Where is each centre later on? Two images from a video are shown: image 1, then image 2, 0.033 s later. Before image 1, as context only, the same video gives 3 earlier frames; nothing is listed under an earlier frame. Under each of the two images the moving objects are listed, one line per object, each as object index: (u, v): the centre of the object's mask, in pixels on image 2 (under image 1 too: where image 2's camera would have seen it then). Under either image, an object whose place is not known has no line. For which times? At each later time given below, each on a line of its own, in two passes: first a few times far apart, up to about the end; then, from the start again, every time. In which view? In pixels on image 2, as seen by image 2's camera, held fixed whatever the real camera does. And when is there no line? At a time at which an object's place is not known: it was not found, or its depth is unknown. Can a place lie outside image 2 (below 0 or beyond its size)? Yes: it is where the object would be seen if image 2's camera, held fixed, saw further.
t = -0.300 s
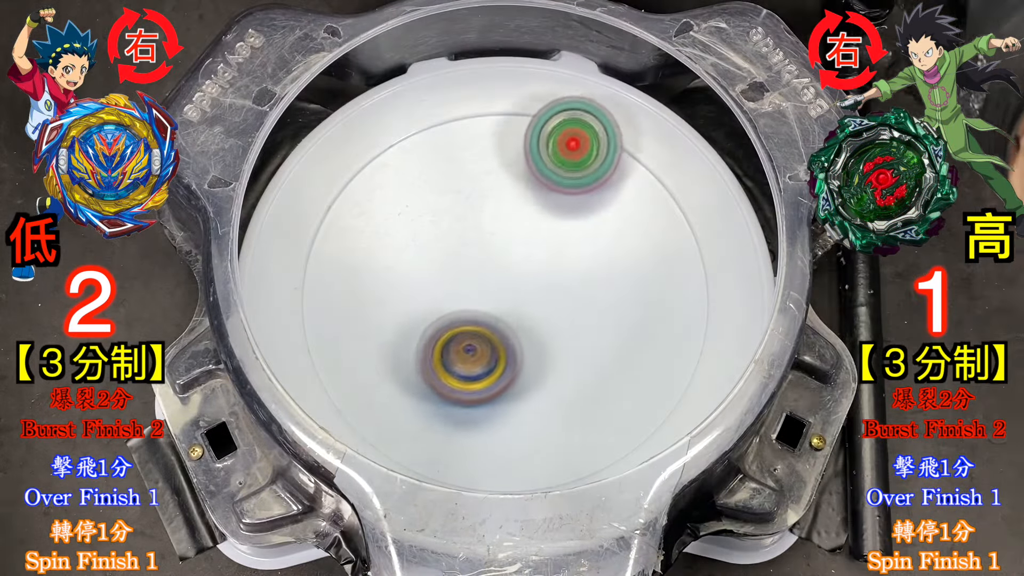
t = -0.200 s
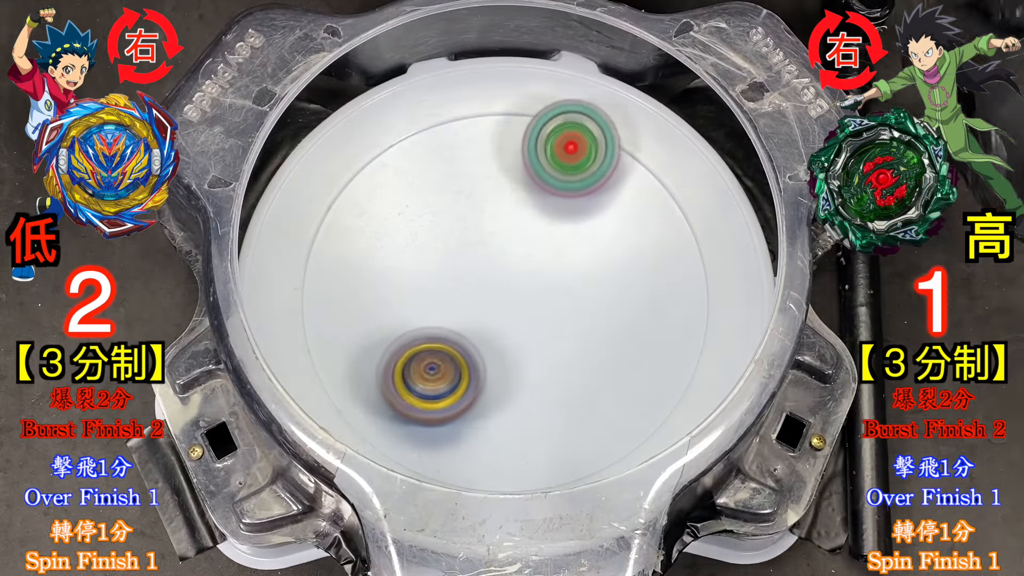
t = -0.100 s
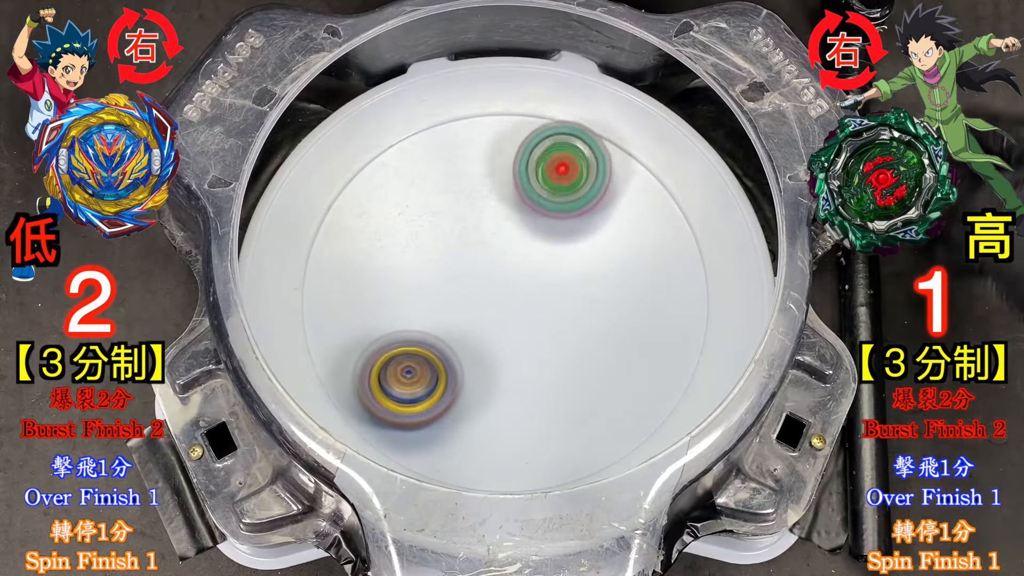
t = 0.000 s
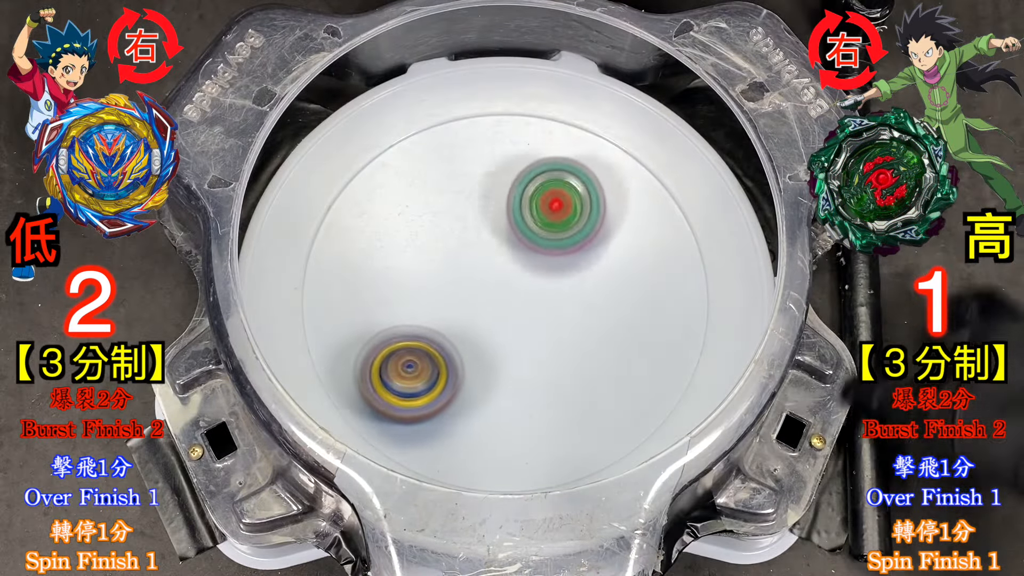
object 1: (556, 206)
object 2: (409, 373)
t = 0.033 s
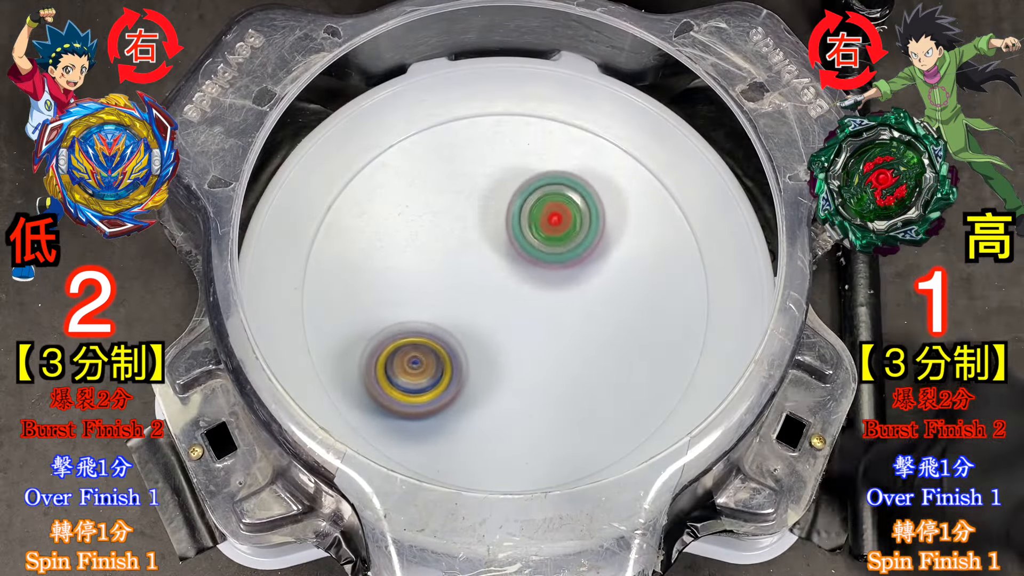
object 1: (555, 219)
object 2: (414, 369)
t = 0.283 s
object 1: (590, 321)
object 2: (466, 300)
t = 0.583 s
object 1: (651, 329)
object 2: (505, 204)
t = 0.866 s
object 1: (620, 281)
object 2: (478, 229)
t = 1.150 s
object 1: (558, 321)
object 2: (421, 276)
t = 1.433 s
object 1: (621, 381)
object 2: (400, 268)
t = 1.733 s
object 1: (585, 339)
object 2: (515, 246)
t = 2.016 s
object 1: (491, 363)
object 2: (549, 195)
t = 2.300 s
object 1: (469, 409)
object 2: (483, 262)
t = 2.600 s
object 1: (497, 402)
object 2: (512, 296)
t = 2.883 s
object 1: (473, 341)
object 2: (576, 220)
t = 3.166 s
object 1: (408, 295)
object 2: (533, 191)
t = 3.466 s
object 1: (383, 304)
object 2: (485, 274)
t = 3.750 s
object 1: (400, 308)
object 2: (574, 341)
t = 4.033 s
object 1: (458, 265)
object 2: (615, 280)
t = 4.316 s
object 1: (432, 193)
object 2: (570, 249)
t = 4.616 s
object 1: (360, 238)
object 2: (593, 346)
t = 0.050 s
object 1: (555, 226)
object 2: (417, 367)
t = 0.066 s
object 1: (555, 234)
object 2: (421, 365)
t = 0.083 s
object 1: (556, 242)
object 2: (425, 362)
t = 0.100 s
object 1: (557, 248)
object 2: (429, 358)
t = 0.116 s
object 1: (558, 257)
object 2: (432, 355)
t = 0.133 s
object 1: (560, 264)
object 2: (436, 351)
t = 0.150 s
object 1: (562, 271)
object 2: (440, 347)
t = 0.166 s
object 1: (565, 278)
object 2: (444, 342)
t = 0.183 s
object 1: (567, 285)
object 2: (448, 337)
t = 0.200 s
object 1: (570, 293)
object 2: (451, 332)
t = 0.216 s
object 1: (573, 298)
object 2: (455, 326)
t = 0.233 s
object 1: (577, 305)
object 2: (458, 319)
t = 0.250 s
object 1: (581, 310)
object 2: (461, 313)
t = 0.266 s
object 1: (585, 316)
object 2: (463, 307)
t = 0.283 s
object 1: (590, 321)
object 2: (466, 300)
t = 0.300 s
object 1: (594, 325)
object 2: (469, 293)
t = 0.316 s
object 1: (598, 329)
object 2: (471, 285)
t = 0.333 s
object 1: (603, 333)
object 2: (473, 279)
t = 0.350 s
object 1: (608, 336)
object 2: (476, 273)
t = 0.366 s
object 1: (612, 338)
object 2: (478, 266)
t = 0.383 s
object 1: (616, 340)
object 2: (481, 259)
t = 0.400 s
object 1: (621, 342)
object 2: (484, 254)
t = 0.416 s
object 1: (625, 342)
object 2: (487, 247)
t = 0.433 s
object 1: (629, 343)
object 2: (490, 240)
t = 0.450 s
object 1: (632, 344)
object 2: (493, 236)
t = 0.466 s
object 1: (636, 343)
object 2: (495, 232)
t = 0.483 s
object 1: (639, 342)
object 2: (498, 227)
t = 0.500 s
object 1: (642, 341)
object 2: (500, 222)
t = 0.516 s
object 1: (644, 339)
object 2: (501, 218)
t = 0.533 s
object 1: (646, 337)
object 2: (503, 214)
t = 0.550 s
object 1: (648, 335)
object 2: (504, 210)
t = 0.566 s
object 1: (650, 332)
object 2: (505, 207)
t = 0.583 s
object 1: (651, 329)
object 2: (505, 204)
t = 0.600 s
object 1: (652, 326)
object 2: (505, 202)
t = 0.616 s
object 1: (653, 322)
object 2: (505, 200)
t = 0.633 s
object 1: (653, 319)
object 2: (505, 199)
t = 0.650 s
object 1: (654, 315)
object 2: (504, 198)
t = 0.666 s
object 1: (653, 312)
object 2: (503, 198)
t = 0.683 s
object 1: (653, 308)
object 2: (502, 199)
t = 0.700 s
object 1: (652, 305)
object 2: (500, 199)
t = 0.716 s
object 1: (650, 301)
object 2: (499, 201)
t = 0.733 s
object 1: (648, 299)
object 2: (498, 204)
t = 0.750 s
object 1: (646, 295)
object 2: (495, 205)
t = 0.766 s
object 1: (643, 293)
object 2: (494, 209)
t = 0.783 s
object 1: (640, 290)
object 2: (491, 211)
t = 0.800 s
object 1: (637, 288)
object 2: (488, 215)
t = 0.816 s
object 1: (633, 285)
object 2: (486, 218)
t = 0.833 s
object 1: (629, 283)
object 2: (483, 222)
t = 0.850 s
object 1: (624, 282)
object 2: (480, 226)
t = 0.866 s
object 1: (620, 281)
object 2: (478, 229)
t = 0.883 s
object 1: (615, 279)
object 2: (475, 233)
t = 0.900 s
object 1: (610, 279)
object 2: (472, 237)
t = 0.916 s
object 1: (604, 279)
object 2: (469, 241)
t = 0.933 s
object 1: (599, 279)
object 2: (466, 245)
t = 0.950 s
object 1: (593, 279)
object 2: (463, 249)
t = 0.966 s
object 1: (588, 280)
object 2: (460, 253)
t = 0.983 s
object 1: (582, 281)
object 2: (458, 257)
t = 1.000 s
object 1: (577, 283)
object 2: (456, 260)
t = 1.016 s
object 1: (571, 285)
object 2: (453, 263)
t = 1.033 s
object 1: (566, 287)
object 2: (451, 267)
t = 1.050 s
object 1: (561, 290)
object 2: (450, 270)
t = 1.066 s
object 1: (557, 293)
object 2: (448, 274)
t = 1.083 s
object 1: (552, 297)
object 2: (447, 276)
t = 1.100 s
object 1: (548, 301)
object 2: (445, 278)
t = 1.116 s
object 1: (549, 307)
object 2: (439, 279)
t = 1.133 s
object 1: (553, 313)
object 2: (430, 277)
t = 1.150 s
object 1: (558, 321)
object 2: (421, 276)
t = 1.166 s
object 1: (562, 328)
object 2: (414, 275)
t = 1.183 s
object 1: (567, 334)
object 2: (407, 274)
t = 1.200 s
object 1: (571, 341)
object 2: (400, 272)
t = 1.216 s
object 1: (576, 347)
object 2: (395, 271)
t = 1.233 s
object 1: (580, 354)
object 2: (391, 269)
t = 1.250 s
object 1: (585, 358)
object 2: (387, 268)
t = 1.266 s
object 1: (589, 363)
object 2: (384, 268)
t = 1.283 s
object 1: (592, 367)
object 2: (382, 267)
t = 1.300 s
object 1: (596, 370)
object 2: (381, 266)
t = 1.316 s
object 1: (600, 373)
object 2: (380, 266)
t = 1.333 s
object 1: (604, 375)
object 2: (381, 266)
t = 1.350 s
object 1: (607, 377)
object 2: (382, 266)
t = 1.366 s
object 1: (610, 379)
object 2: (384, 266)
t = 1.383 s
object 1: (613, 380)
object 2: (387, 266)
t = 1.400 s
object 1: (616, 381)
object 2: (391, 267)
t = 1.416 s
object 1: (619, 381)
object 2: (395, 268)
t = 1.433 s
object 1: (621, 381)
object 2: (400, 268)
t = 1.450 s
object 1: (623, 380)
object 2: (405, 268)
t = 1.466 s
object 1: (624, 380)
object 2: (410, 269)
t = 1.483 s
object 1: (625, 379)
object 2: (416, 269)
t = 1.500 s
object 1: (626, 377)
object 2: (423, 268)
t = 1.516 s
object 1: (626, 375)
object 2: (428, 268)
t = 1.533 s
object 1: (626, 372)
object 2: (435, 267)
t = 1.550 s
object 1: (625, 370)
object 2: (442, 266)
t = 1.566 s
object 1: (624, 367)
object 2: (448, 265)
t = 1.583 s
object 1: (623, 365)
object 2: (455, 264)
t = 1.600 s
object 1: (620, 361)
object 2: (462, 263)
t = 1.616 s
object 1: (618, 358)
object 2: (469, 261)
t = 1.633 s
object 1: (614, 356)
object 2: (476, 259)
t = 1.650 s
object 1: (611, 352)
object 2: (483, 257)
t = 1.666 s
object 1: (606, 350)
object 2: (489, 255)
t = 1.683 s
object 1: (601, 347)
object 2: (496, 253)
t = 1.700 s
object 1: (596, 344)
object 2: (503, 250)
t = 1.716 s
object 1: (591, 341)
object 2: (508, 249)
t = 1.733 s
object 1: (585, 339)
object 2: (515, 246)
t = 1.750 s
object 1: (580, 337)
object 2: (521, 244)
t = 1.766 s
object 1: (574, 335)
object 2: (526, 241)
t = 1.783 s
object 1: (568, 334)
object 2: (531, 238)
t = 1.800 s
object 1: (563, 335)
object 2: (535, 235)
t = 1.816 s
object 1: (557, 336)
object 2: (539, 229)
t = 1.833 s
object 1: (552, 338)
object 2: (543, 225)
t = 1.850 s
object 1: (546, 340)
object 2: (545, 220)
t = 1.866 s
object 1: (540, 341)
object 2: (548, 215)
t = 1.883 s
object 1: (535, 343)
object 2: (550, 212)
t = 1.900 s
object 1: (528, 345)
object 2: (551, 209)
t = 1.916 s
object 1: (523, 348)
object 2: (553, 205)
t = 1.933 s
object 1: (517, 350)
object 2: (553, 202)
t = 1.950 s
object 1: (511, 352)
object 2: (553, 199)
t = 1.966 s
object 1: (506, 355)
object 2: (552, 197)
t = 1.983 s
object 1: (500, 358)
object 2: (551, 197)
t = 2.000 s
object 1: (495, 361)
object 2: (550, 196)
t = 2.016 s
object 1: (491, 363)
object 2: (549, 195)
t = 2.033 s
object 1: (486, 367)
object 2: (547, 196)
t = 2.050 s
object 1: (483, 370)
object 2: (544, 197)
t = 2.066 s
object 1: (480, 372)
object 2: (541, 197)
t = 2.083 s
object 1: (476, 376)
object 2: (538, 200)
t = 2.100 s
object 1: (474, 379)
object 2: (534, 203)
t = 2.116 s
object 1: (472, 382)
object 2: (531, 206)
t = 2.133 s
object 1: (470, 385)
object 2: (527, 209)
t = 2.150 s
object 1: (468, 388)
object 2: (523, 214)
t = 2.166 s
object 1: (468, 391)
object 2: (519, 221)
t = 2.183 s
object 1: (466, 393)
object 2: (514, 223)
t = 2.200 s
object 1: (466, 396)
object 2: (508, 228)
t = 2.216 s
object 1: (466, 399)
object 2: (504, 234)
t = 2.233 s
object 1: (466, 401)
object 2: (499, 241)
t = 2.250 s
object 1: (467, 403)
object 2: (494, 246)
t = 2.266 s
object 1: (468, 405)
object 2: (490, 251)
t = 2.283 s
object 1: (468, 407)
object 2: (486, 257)
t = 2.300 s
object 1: (469, 409)
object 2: (483, 262)
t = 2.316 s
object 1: (471, 411)
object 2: (480, 267)
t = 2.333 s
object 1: (471, 412)
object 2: (478, 271)
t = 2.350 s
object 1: (473, 413)
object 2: (476, 276)
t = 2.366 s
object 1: (475, 414)
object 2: (475, 280)
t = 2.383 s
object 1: (476, 415)
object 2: (475, 284)
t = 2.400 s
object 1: (478, 415)
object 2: (475, 287)
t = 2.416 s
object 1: (480, 416)
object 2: (476, 290)
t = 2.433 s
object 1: (482, 416)
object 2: (476, 294)
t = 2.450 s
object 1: (484, 415)
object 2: (478, 296)
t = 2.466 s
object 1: (486, 414)
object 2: (481, 298)
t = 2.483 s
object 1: (487, 413)
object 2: (483, 300)
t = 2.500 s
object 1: (489, 412)
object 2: (486, 302)
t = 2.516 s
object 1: (491, 410)
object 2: (490, 302)
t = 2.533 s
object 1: (493, 408)
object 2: (494, 302)
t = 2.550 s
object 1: (495, 406)
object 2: (497, 303)
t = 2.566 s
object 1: (496, 404)
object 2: (502, 301)
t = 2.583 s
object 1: (496, 403)
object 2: (508, 300)
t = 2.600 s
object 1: (497, 402)
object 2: (512, 296)
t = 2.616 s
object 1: (497, 400)
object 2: (518, 291)
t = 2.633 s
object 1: (497, 398)
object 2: (522, 288)
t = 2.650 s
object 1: (496, 396)
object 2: (527, 285)
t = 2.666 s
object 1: (496, 393)
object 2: (532, 280)
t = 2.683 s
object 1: (495, 391)
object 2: (537, 276)
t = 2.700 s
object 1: (495, 387)
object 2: (542, 271)
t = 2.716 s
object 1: (494, 384)
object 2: (547, 266)
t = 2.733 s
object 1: (493, 380)
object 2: (551, 259)
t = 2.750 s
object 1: (492, 376)
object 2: (556, 255)
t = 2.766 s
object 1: (490, 372)
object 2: (559, 251)
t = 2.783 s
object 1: (488, 367)
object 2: (563, 246)
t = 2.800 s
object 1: (487, 363)
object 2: (567, 242)
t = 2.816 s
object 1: (485, 359)
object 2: (570, 236)
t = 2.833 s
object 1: (482, 354)
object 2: (572, 232)
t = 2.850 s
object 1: (479, 350)
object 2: (573, 229)
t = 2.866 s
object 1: (477, 345)
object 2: (575, 224)
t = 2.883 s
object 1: (473, 341)
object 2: (576, 220)
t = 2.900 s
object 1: (470, 337)
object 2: (577, 216)
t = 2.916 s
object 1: (467, 333)
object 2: (577, 213)
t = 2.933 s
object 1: (464, 330)
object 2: (577, 209)
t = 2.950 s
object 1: (460, 326)
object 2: (576, 207)
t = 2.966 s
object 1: (456, 323)
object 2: (575, 203)
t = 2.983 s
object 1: (453, 319)
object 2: (574, 201)
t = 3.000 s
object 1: (449, 316)
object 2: (572, 198)
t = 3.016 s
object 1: (445, 313)
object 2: (569, 197)
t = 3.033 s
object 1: (441, 310)
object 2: (567, 195)
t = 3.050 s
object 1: (437, 308)
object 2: (563, 193)
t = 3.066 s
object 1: (433, 306)
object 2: (560, 192)
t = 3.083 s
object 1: (428, 303)
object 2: (555, 191)
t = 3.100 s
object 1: (424, 301)
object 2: (551, 190)
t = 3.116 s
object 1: (420, 299)
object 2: (546, 190)
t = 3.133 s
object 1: (416, 298)
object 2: (542, 190)
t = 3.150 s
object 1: (412, 296)
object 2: (537, 190)
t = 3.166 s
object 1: (408, 295)
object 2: (533, 191)
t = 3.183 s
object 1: (405, 294)
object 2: (528, 192)
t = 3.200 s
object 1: (401, 293)
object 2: (524, 193)
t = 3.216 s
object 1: (398, 292)
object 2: (519, 195)
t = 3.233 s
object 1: (395, 292)
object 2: (515, 198)
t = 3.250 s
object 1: (393, 292)
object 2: (510, 202)
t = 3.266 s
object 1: (391, 292)
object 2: (507, 205)
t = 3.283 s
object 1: (388, 293)
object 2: (502, 210)
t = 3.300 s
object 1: (386, 293)
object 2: (499, 213)
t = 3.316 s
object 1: (385, 295)
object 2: (495, 219)
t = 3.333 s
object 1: (384, 295)
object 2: (493, 224)
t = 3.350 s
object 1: (383, 296)
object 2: (490, 230)
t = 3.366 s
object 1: (382, 297)
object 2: (489, 236)
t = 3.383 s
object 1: (381, 299)
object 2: (486, 242)
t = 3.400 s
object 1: (381, 300)
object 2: (486, 247)
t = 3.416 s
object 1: (381, 301)
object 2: (485, 255)
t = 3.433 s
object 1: (382, 302)
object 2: (485, 260)
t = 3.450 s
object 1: (382, 303)
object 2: (485, 269)
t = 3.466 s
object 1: (383, 304)
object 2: (485, 274)
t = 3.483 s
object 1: (383, 306)
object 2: (487, 281)
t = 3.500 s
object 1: (382, 307)
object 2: (491, 288)
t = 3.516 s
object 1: (381, 308)
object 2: (494, 293)
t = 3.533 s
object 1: (380, 308)
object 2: (498, 300)
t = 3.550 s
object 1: (380, 309)
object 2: (503, 305)
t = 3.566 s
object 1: (380, 310)
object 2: (507, 310)
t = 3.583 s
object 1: (380, 310)
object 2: (513, 317)
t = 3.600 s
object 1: (381, 310)
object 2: (519, 321)
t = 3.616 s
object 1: (382, 311)
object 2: (525, 326)
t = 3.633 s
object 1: (383, 311)
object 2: (530, 329)
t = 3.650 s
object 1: (385, 311)
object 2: (538, 333)
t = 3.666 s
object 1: (386, 311)
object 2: (543, 336)
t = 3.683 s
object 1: (389, 310)
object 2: (549, 337)
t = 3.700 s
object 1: (391, 309)
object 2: (556, 340)
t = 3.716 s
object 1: (394, 309)
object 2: (562, 341)
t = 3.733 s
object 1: (397, 309)
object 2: (569, 343)
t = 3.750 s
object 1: (400, 308)
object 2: (574, 341)
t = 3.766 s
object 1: (403, 307)
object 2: (579, 340)
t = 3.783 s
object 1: (407, 305)
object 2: (584, 340)
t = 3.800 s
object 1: (411, 304)
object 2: (589, 338)
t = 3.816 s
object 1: (415, 303)
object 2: (594, 336)
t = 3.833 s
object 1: (418, 301)
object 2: (598, 334)
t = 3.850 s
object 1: (422, 299)
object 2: (601, 331)
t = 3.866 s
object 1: (426, 297)
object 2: (604, 329)
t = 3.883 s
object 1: (430, 294)
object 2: (607, 325)
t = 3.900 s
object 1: (433, 292)
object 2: (610, 322)
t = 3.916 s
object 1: (437, 289)
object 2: (612, 317)
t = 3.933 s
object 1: (440, 285)
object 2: (613, 313)
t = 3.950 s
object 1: (444, 282)
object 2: (614, 308)
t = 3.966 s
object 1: (448, 279)
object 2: (616, 303)
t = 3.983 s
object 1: (451, 276)
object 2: (616, 298)
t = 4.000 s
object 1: (453, 272)
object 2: (616, 292)
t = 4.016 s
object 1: (456, 269)
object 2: (616, 286)
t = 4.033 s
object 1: (458, 265)
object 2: (615, 280)
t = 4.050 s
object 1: (461, 262)
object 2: (614, 274)
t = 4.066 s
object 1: (462, 259)
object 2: (612, 268)
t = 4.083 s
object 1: (464, 256)
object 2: (611, 263)
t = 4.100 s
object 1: (465, 252)
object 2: (609, 258)
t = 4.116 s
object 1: (466, 248)
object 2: (606, 253)
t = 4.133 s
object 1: (466, 244)
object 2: (603, 248)
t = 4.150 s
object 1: (467, 240)
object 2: (599, 243)
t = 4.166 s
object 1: (467, 237)
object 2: (597, 239)
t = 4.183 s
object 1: (467, 233)
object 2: (592, 236)
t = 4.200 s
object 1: (466, 229)
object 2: (587, 234)
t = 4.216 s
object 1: (465, 225)
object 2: (583, 232)
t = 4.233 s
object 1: (464, 221)
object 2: (578, 231)
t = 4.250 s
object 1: (463, 217)
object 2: (572, 231)
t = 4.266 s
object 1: (462, 214)
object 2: (565, 232)
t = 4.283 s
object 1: (459, 210)
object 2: (562, 234)
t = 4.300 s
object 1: (445, 201)
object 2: (565, 241)
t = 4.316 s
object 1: (432, 193)
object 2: (570, 249)
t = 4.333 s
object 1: (419, 186)
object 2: (576, 258)
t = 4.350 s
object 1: (408, 181)
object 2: (580, 266)
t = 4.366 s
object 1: (398, 177)
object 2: (585, 274)
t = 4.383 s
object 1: (388, 173)
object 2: (589, 281)
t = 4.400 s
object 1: (378, 171)
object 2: (592, 289)
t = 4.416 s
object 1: (371, 169)
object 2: (595, 296)
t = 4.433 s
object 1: (362, 167)
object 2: (597, 303)
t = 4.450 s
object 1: (355, 167)
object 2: (598, 310)
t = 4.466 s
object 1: (350, 169)
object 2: (599, 315)
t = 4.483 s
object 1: (347, 174)
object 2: (600, 321)
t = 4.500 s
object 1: (345, 181)
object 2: (600, 326)
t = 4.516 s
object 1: (344, 190)
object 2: (600, 330)
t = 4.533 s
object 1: (345, 198)
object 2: (600, 334)
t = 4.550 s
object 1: (346, 206)
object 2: (599, 337)
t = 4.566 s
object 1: (349, 214)
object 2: (598, 340)
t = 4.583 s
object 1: (352, 222)
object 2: (596, 343)
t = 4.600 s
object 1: (356, 230)
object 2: (595, 345)
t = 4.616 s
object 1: (360, 238)
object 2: (593, 346)
